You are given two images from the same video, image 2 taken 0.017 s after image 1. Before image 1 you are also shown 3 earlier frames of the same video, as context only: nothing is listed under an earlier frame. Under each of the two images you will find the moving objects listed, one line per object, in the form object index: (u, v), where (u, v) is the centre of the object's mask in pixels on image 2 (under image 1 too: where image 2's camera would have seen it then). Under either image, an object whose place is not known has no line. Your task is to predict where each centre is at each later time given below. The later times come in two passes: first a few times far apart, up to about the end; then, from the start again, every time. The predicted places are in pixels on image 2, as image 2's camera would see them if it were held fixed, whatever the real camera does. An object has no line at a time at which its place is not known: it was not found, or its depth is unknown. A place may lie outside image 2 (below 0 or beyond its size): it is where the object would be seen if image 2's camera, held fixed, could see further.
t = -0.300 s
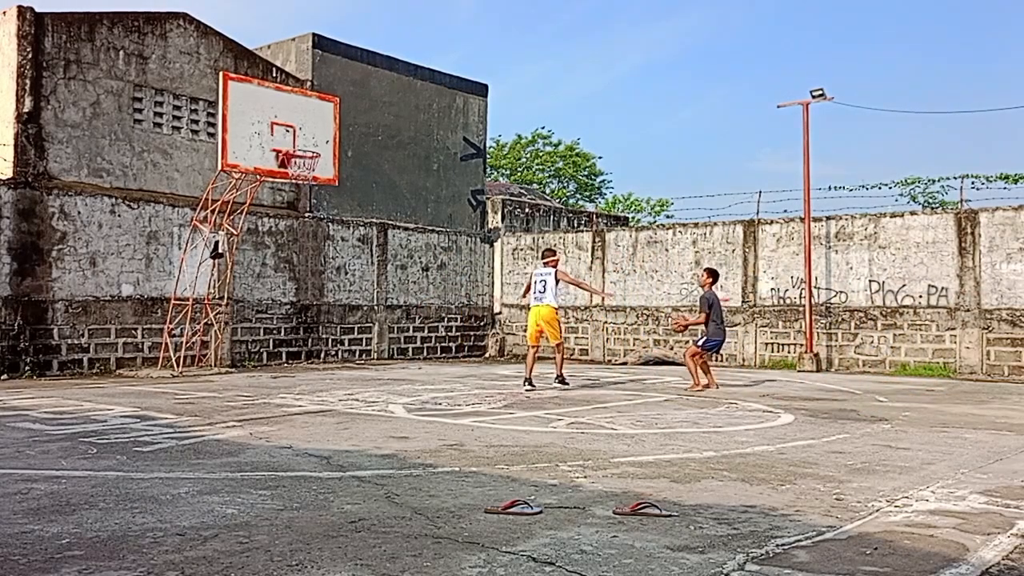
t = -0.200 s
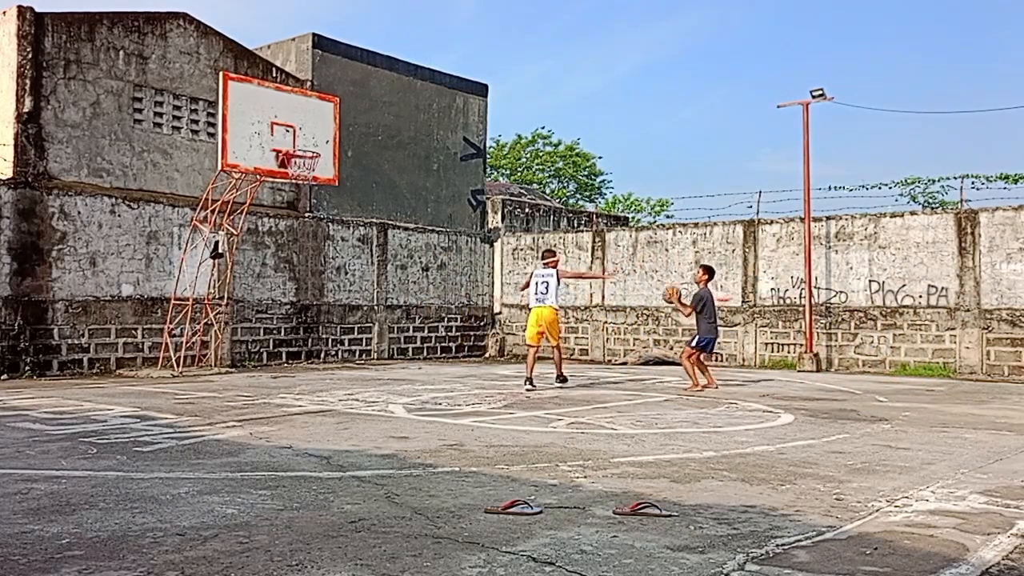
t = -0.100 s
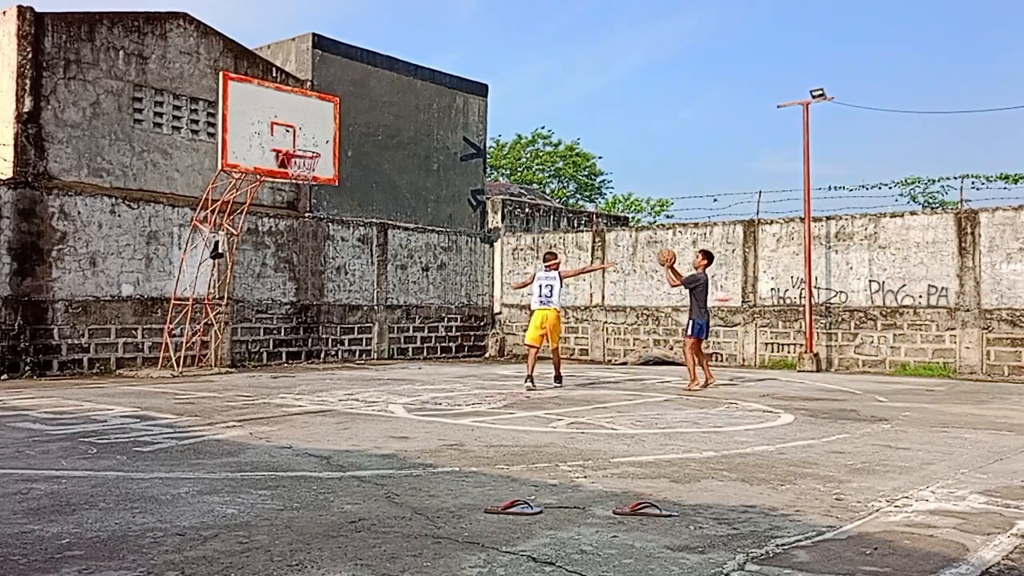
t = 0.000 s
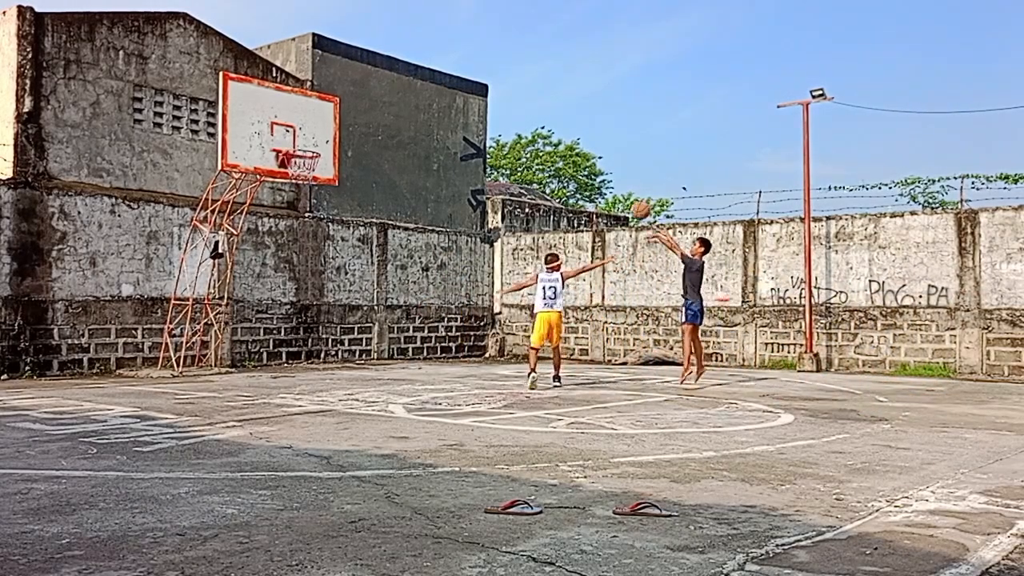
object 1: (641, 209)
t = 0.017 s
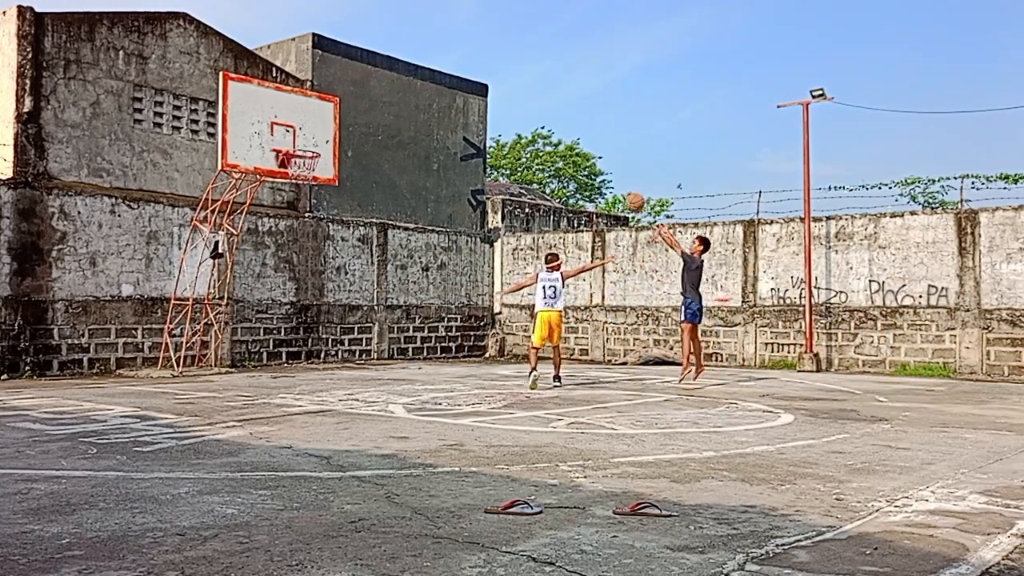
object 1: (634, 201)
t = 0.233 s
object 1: (566, 120)
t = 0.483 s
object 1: (489, 72)
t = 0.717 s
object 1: (418, 71)
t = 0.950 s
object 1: (348, 109)
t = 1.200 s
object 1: (292, 147)
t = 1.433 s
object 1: (317, 145)
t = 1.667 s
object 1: (323, 145)
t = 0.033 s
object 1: (630, 195)
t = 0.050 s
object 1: (624, 187)
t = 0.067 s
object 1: (620, 179)
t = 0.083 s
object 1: (613, 173)
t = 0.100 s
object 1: (609, 166)
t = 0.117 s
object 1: (603, 159)
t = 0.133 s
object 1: (598, 153)
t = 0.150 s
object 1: (593, 147)
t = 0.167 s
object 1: (587, 141)
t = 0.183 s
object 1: (582, 136)
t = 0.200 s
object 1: (577, 130)
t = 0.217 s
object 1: (571, 125)
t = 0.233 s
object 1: (566, 120)
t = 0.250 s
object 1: (561, 116)
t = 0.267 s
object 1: (555, 111)
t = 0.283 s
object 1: (550, 107)
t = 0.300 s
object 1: (545, 103)
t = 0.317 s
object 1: (540, 99)
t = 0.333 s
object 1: (535, 95)
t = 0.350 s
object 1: (529, 92)
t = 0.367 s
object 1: (524, 88)
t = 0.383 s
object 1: (519, 86)
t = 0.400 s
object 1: (514, 83)
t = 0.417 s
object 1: (509, 80)
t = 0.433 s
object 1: (504, 78)
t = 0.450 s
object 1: (499, 75)
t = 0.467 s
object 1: (494, 74)
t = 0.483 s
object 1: (489, 72)
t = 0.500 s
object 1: (484, 70)
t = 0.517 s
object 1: (479, 69)
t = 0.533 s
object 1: (474, 68)
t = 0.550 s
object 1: (469, 67)
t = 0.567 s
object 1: (464, 66)
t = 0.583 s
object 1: (459, 66)
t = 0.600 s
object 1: (454, 65)
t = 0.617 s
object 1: (449, 66)
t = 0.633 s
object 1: (444, 66)
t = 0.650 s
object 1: (438, 66)
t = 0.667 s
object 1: (433, 67)
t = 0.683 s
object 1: (428, 68)
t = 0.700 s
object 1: (423, 69)
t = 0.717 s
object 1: (418, 71)
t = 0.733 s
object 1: (413, 72)
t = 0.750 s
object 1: (408, 74)
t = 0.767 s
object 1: (403, 75)
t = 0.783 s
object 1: (398, 78)
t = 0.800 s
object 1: (393, 80)
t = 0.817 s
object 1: (388, 82)
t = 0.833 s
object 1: (382, 85)
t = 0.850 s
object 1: (377, 88)
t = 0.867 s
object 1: (373, 91)
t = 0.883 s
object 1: (368, 94)
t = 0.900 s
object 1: (362, 97)
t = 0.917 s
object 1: (358, 101)
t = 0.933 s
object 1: (353, 105)
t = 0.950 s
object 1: (348, 109)
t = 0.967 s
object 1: (344, 113)
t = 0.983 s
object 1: (339, 118)
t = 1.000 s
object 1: (334, 124)
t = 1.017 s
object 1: (329, 129)
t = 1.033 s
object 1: (325, 134)
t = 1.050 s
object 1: (320, 139)
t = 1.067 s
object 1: (315, 144)
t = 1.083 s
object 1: (312, 145)
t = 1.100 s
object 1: (309, 145)
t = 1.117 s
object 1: (306, 145)
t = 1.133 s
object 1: (303, 145)
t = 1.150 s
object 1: (300, 146)
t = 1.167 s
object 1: (297, 147)
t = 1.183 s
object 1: (295, 146)
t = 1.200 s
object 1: (292, 147)
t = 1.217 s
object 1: (292, 146)
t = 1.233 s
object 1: (294, 147)
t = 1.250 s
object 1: (296, 147)
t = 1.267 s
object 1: (298, 146)
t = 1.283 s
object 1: (301, 145)
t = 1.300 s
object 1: (303, 144)
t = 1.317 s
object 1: (305, 144)
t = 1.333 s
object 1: (307, 144)
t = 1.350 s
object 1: (309, 144)
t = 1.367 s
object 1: (311, 145)
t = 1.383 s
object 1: (313, 145)
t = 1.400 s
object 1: (315, 146)
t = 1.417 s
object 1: (316, 146)
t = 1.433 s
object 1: (317, 145)
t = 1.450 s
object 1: (317, 144)
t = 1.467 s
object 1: (317, 143)
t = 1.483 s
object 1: (318, 143)
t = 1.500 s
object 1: (318, 142)
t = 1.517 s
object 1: (319, 142)
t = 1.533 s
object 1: (319, 142)
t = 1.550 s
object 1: (319, 142)
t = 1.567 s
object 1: (320, 142)
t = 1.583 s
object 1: (321, 142)
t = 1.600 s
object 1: (321, 143)
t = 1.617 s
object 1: (321, 144)
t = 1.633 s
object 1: (321, 145)
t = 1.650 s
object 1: (322, 146)
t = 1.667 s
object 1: (323, 145)
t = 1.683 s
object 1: (323, 145)
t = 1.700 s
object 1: (324, 145)
